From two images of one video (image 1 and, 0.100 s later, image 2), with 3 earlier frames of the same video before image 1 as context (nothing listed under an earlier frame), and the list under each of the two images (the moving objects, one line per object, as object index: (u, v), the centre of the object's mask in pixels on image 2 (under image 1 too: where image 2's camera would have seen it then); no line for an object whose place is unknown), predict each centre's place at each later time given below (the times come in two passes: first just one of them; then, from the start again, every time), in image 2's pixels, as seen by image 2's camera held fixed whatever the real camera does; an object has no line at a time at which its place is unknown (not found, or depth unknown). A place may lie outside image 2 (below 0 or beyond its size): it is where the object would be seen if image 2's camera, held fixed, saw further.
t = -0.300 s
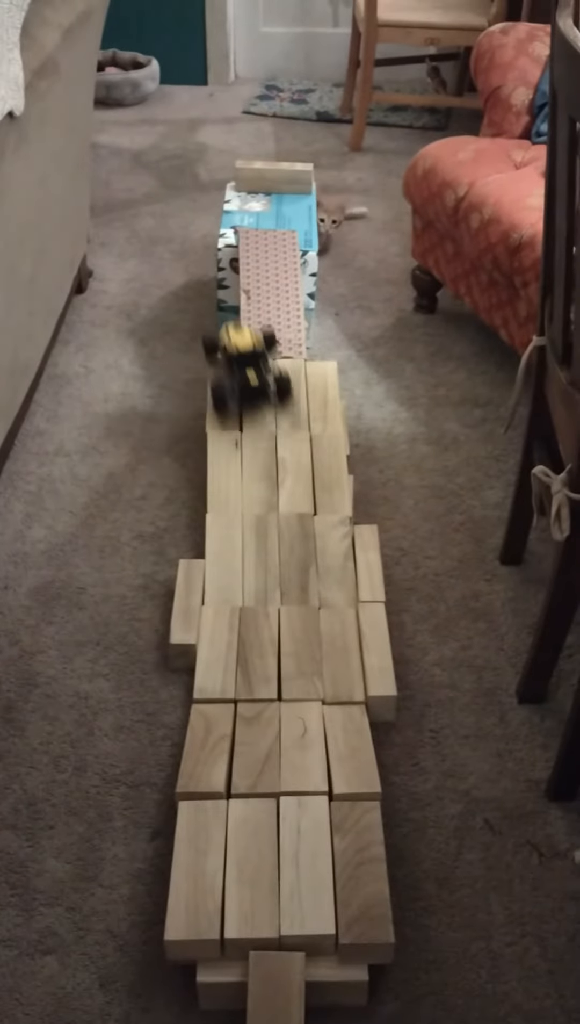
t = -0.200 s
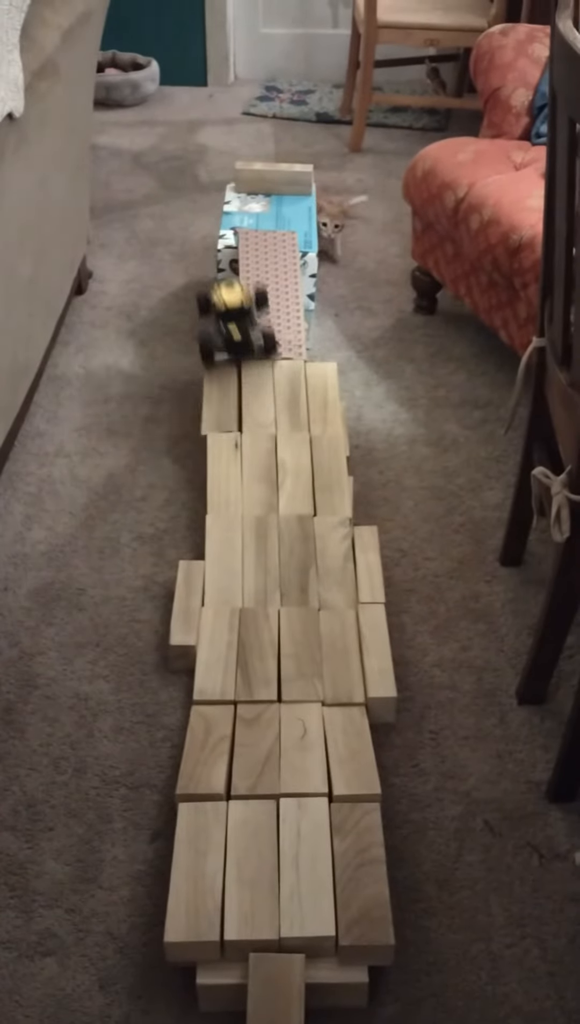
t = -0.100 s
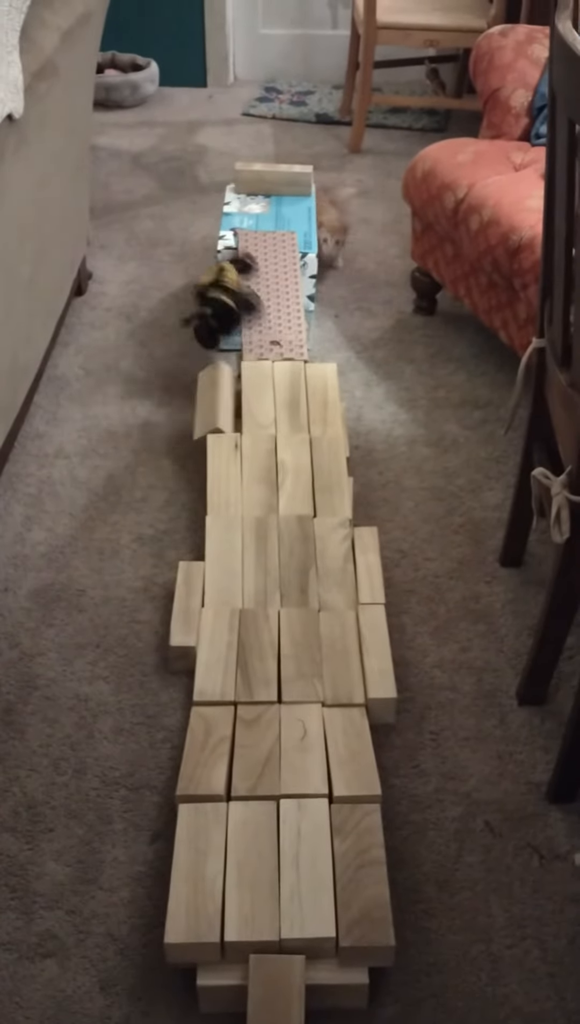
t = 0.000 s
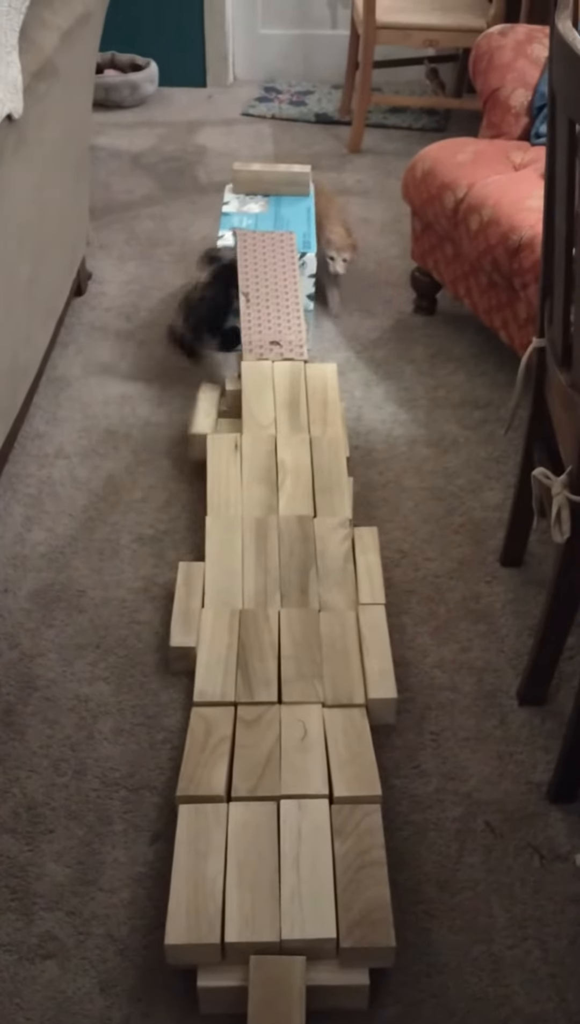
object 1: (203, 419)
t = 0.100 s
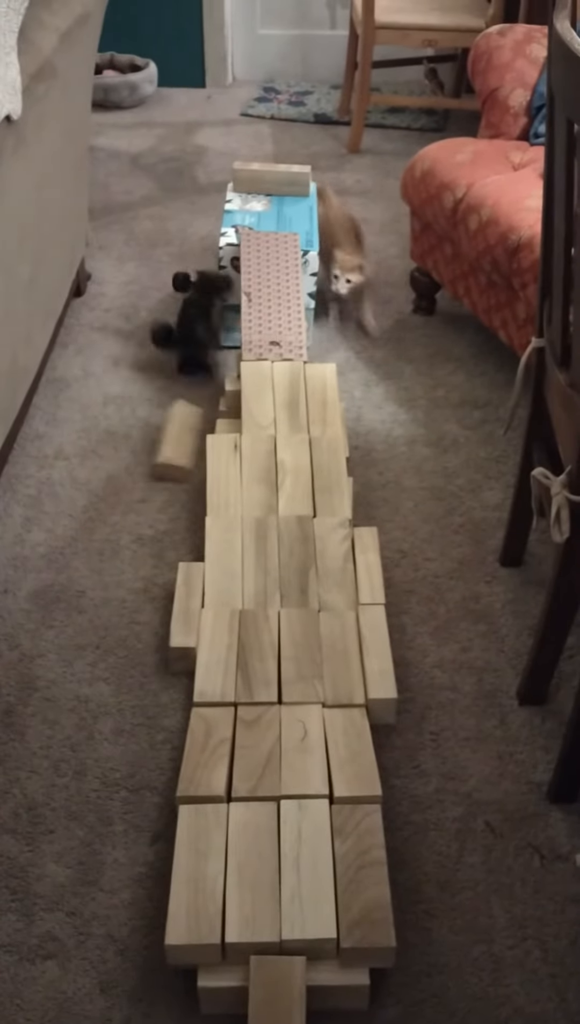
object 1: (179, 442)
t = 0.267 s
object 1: (149, 439)
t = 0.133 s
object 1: (168, 445)
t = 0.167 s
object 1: (161, 443)
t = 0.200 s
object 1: (157, 441)
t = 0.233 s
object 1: (154, 440)
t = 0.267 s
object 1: (149, 439)
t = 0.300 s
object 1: (144, 437)
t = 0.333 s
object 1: (142, 439)
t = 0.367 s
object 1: (139, 438)
